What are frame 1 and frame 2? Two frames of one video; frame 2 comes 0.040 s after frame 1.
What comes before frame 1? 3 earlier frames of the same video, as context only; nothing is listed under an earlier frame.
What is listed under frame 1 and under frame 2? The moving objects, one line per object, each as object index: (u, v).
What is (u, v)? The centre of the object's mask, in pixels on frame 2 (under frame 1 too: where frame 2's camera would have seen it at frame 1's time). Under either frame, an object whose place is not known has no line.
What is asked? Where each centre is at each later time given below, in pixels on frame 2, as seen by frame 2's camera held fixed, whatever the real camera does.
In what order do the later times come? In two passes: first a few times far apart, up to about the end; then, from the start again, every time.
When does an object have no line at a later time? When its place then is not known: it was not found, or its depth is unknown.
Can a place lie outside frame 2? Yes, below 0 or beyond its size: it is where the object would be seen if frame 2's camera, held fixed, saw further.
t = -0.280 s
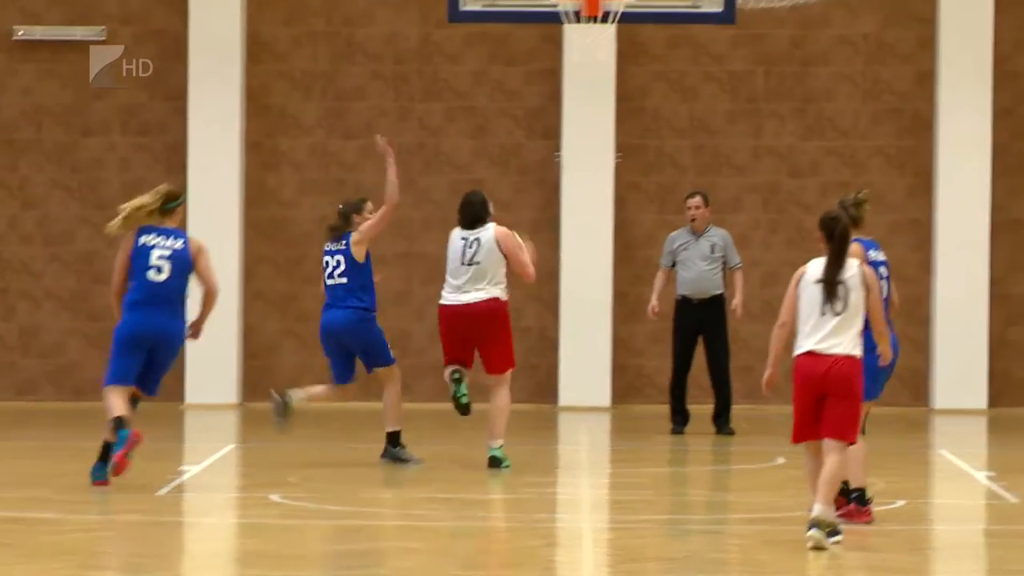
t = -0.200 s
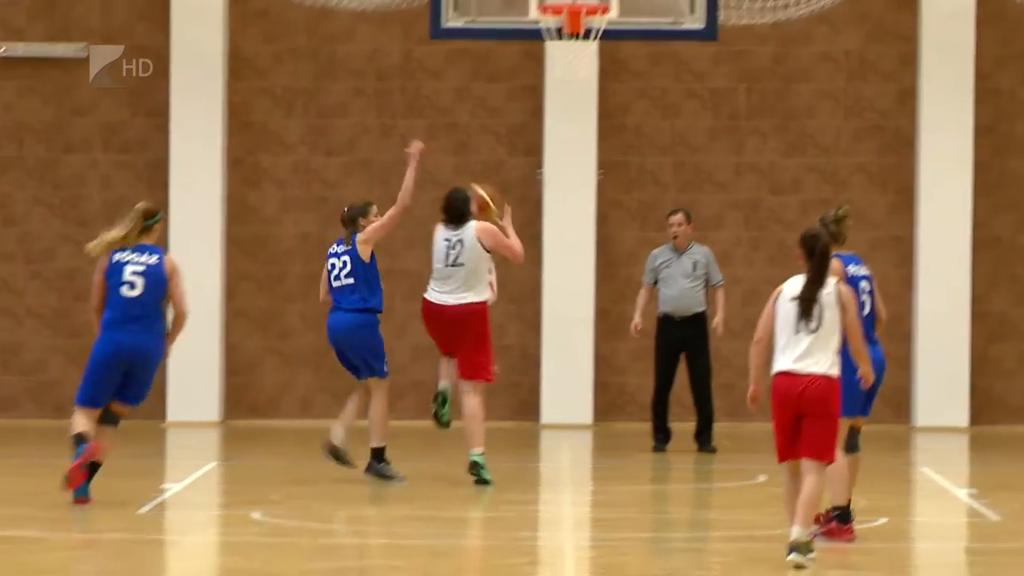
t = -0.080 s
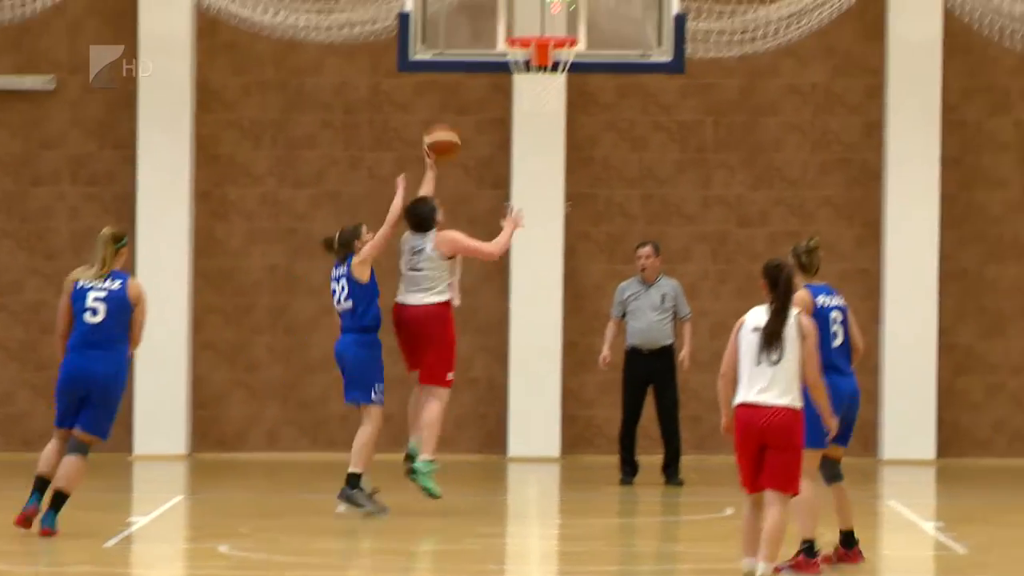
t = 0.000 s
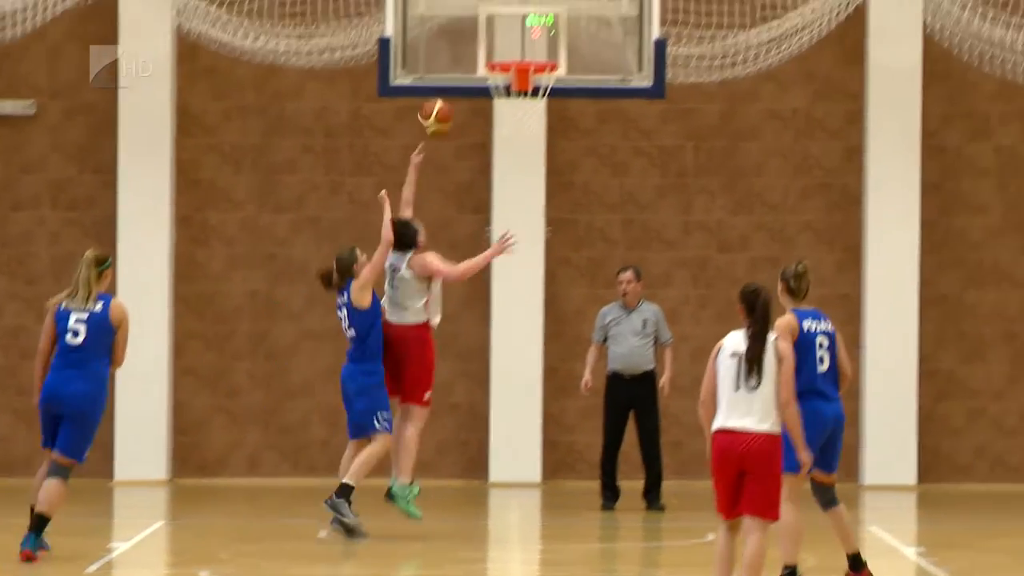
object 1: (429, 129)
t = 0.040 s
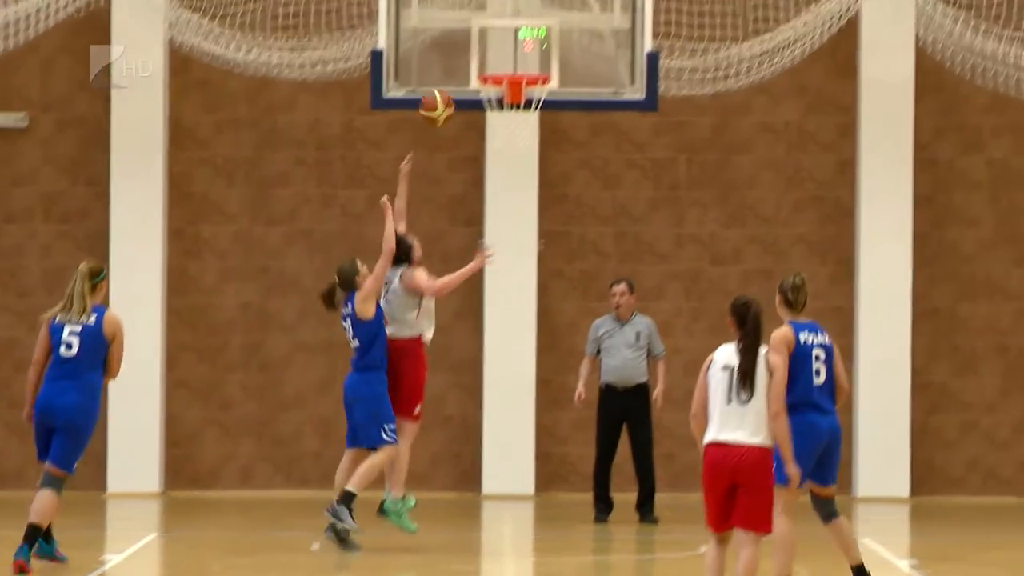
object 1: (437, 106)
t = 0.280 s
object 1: (483, 27)
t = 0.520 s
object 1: (529, 41)
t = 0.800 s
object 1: (513, 36)
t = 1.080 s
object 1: (490, 53)
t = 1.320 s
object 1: (498, 65)
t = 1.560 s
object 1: (514, 139)
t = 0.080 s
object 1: (444, 88)
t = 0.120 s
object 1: (452, 71)
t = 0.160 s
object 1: (461, 56)
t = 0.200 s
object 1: (468, 43)
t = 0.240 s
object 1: (475, 32)
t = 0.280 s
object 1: (483, 27)
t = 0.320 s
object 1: (492, 23)
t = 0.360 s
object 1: (499, 22)
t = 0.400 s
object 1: (506, 23)
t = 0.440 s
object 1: (514, 27)
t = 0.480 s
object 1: (521, 33)
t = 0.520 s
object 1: (529, 41)
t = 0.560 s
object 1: (535, 53)
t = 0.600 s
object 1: (539, 58)
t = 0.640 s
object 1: (534, 50)
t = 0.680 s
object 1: (529, 43)
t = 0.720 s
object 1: (524, 38)
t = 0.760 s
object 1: (518, 36)
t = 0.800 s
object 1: (513, 36)
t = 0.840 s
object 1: (508, 39)
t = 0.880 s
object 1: (502, 44)
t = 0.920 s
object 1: (497, 51)
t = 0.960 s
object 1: (492, 58)
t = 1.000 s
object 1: (491, 55)
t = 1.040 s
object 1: (491, 53)
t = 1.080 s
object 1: (490, 53)
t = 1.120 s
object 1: (489, 56)
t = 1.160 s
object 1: (489, 59)
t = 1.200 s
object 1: (490, 60)
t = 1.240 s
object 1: (493, 61)
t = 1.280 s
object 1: (495, 62)
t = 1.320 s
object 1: (498, 65)
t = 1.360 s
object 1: (499, 69)
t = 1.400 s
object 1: (505, 93)
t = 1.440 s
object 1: (506, 104)
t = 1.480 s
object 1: (508, 118)
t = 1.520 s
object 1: (511, 129)
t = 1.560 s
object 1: (514, 139)
